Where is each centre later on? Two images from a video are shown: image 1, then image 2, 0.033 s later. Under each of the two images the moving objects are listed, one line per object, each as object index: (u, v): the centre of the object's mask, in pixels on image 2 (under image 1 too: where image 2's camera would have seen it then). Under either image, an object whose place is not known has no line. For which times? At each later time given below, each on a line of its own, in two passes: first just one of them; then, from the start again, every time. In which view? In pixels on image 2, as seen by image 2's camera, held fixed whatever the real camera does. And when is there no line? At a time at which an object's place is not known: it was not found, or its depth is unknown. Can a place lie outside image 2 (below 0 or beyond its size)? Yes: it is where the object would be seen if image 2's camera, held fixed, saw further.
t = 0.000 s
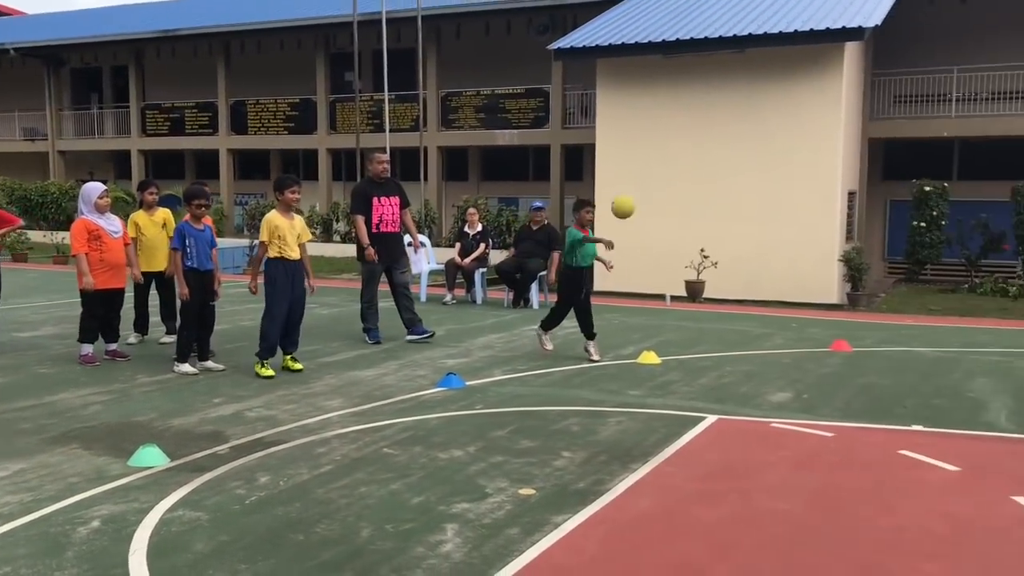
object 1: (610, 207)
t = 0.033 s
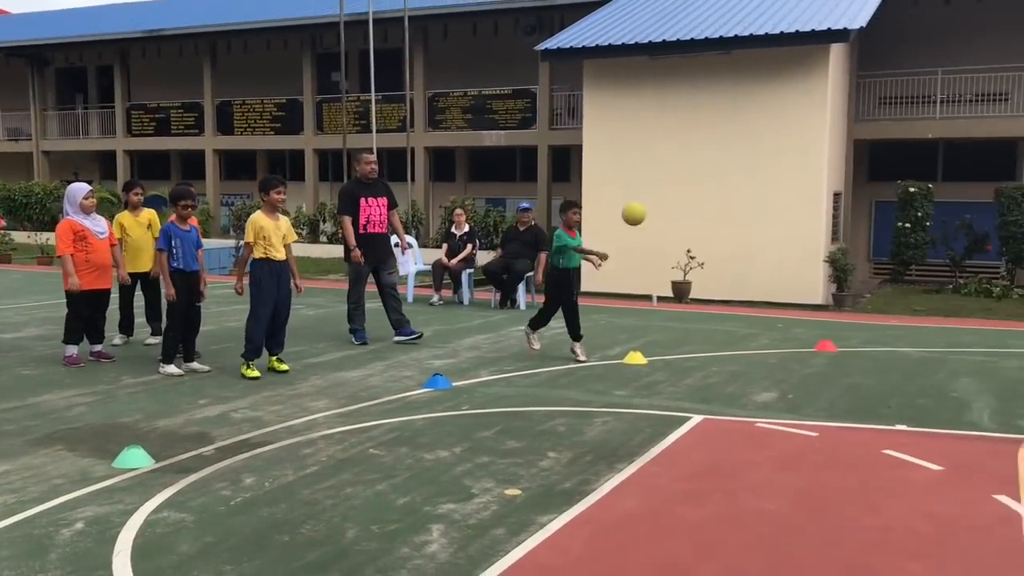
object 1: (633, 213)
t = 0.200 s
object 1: (768, 275)
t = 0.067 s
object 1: (658, 221)
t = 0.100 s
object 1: (683, 231)
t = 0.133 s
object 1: (710, 243)
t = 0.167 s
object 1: (738, 258)
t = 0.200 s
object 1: (768, 275)
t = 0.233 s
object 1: (798, 295)
